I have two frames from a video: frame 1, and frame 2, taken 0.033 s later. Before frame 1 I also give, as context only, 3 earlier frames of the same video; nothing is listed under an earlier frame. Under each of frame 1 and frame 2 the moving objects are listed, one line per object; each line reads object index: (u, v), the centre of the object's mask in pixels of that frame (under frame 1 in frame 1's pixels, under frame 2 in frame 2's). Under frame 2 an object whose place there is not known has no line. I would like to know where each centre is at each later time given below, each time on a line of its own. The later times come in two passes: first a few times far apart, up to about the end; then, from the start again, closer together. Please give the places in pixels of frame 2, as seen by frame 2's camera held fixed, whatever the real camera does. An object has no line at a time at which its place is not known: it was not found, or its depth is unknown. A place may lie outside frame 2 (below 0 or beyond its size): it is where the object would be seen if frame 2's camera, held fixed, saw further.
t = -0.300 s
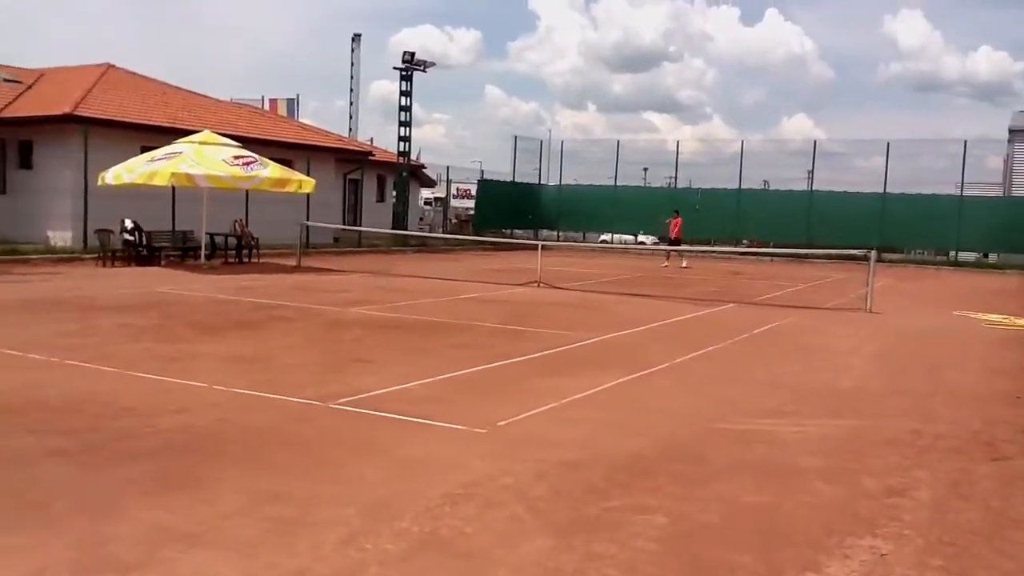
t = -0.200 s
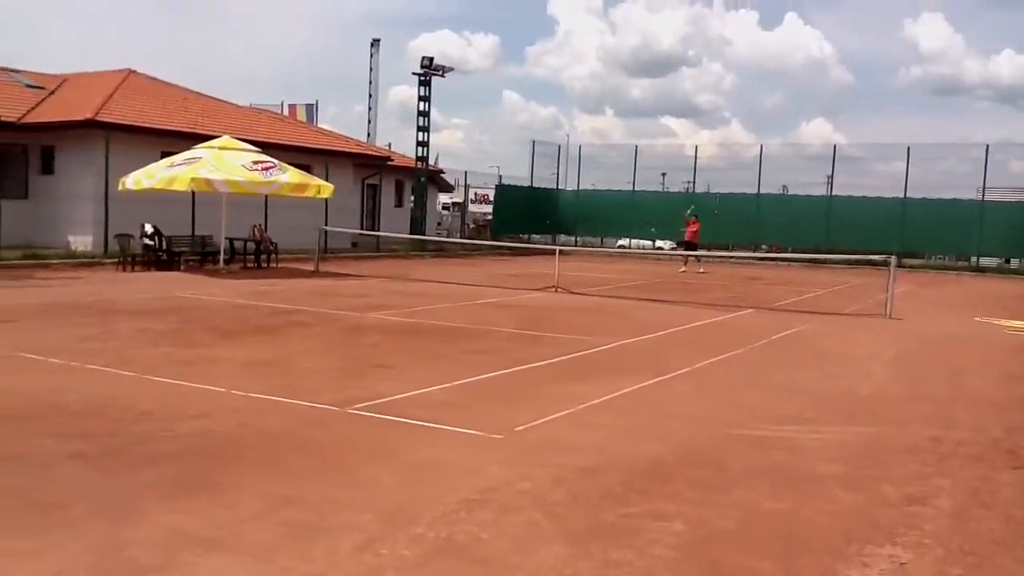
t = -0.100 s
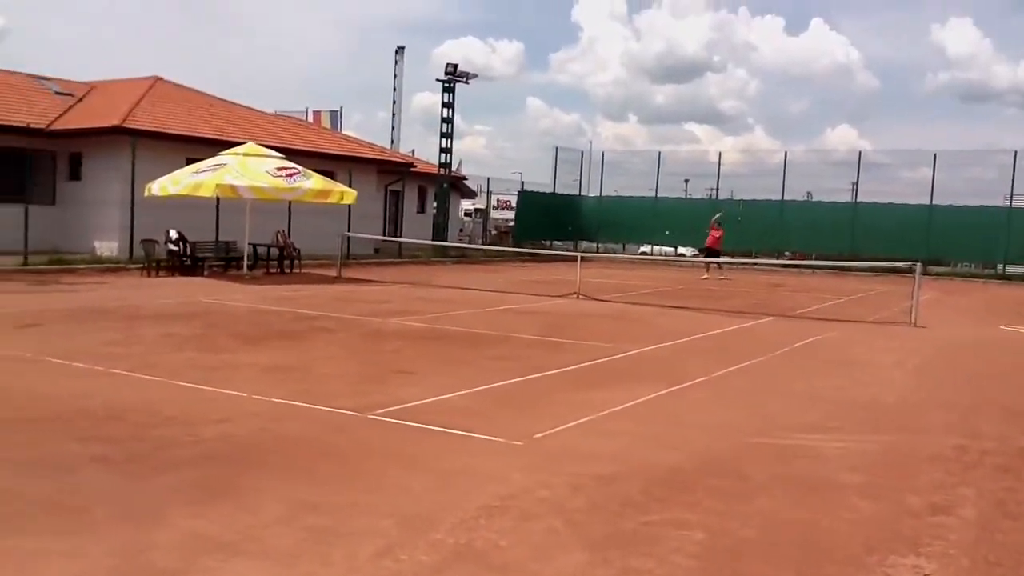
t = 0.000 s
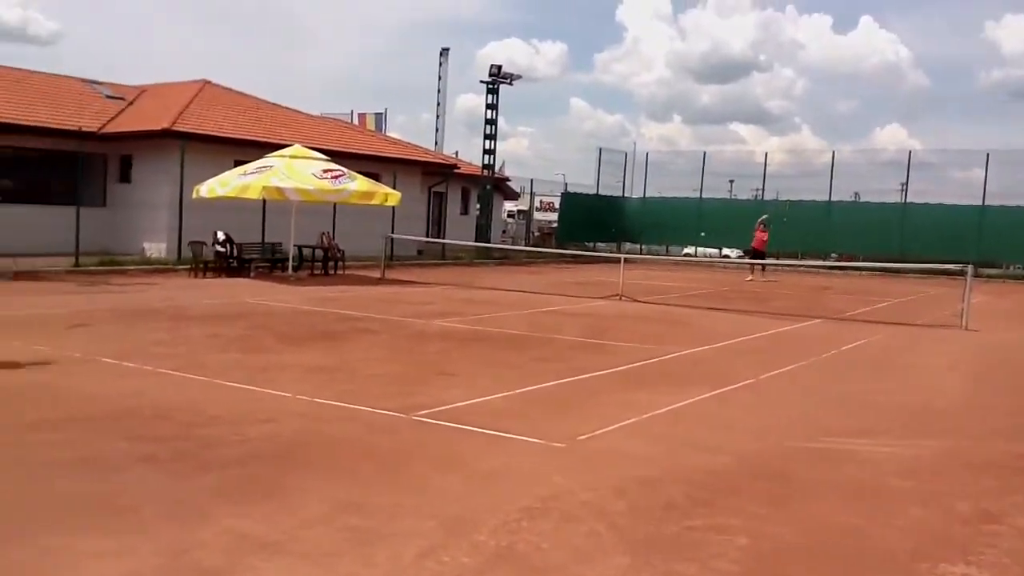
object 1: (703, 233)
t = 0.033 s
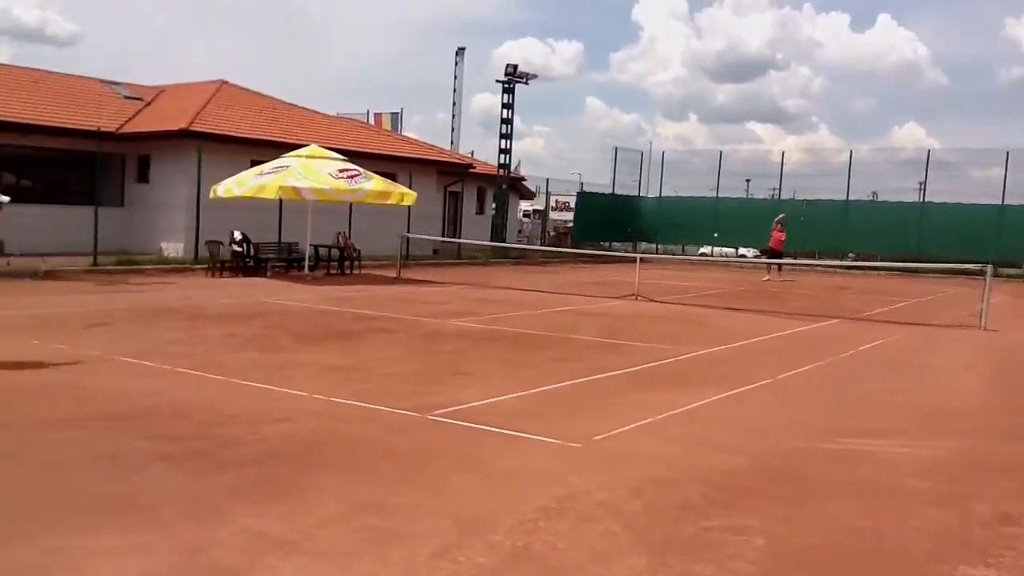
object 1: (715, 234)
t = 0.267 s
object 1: (690, 262)
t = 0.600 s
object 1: (639, 300)
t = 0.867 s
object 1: (593, 275)
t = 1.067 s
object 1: (537, 309)
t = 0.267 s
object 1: (690, 262)
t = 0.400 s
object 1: (669, 299)
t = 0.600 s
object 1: (639, 300)
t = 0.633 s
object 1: (634, 295)
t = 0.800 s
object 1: (607, 278)
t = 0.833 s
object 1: (600, 277)
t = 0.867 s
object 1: (593, 275)
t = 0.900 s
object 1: (586, 278)
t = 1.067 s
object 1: (537, 309)
